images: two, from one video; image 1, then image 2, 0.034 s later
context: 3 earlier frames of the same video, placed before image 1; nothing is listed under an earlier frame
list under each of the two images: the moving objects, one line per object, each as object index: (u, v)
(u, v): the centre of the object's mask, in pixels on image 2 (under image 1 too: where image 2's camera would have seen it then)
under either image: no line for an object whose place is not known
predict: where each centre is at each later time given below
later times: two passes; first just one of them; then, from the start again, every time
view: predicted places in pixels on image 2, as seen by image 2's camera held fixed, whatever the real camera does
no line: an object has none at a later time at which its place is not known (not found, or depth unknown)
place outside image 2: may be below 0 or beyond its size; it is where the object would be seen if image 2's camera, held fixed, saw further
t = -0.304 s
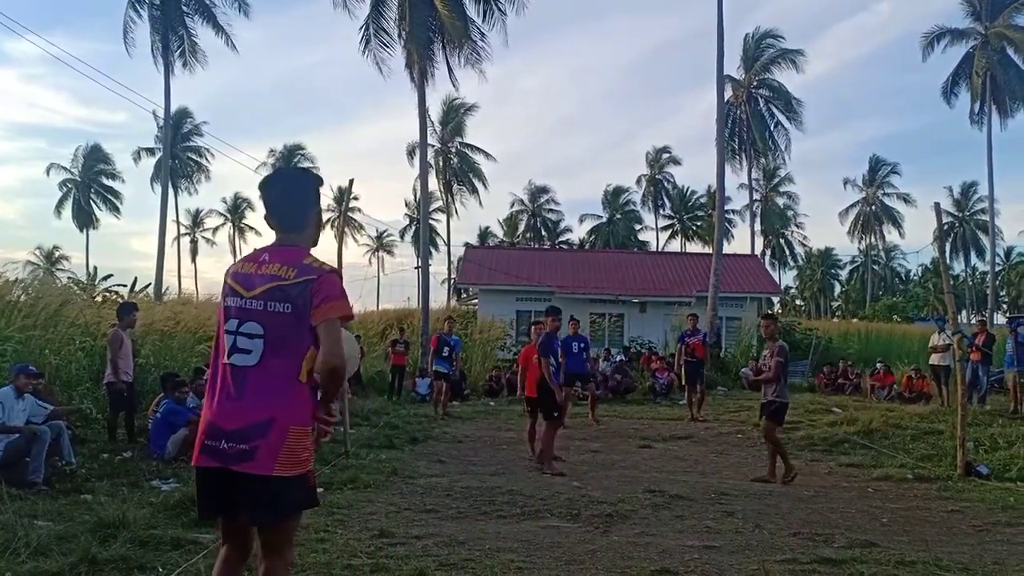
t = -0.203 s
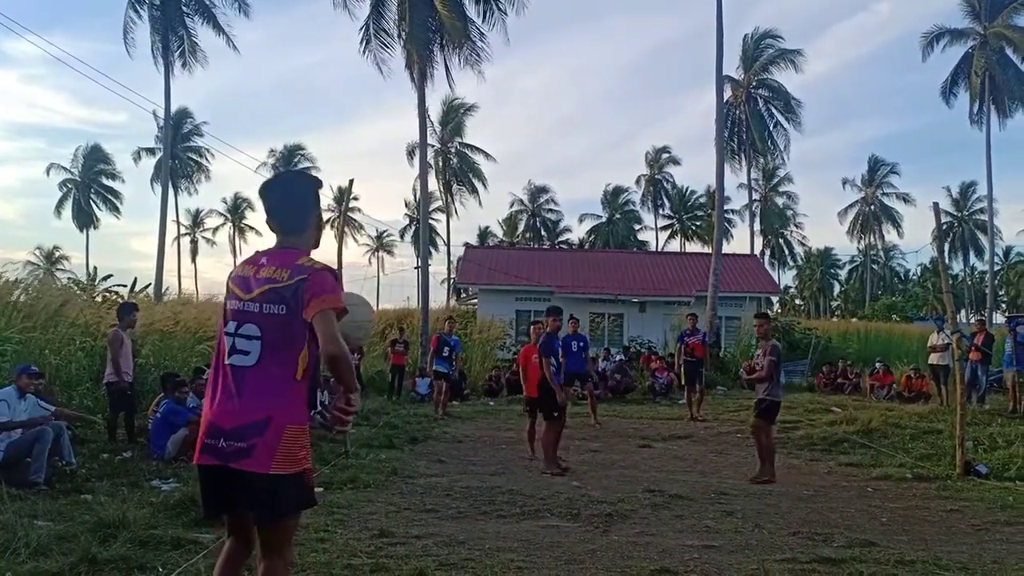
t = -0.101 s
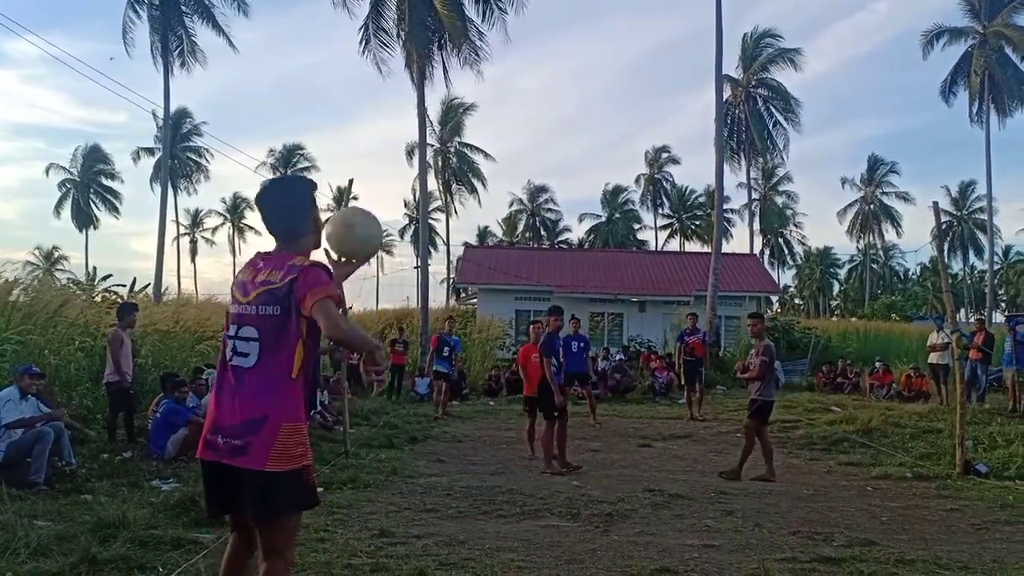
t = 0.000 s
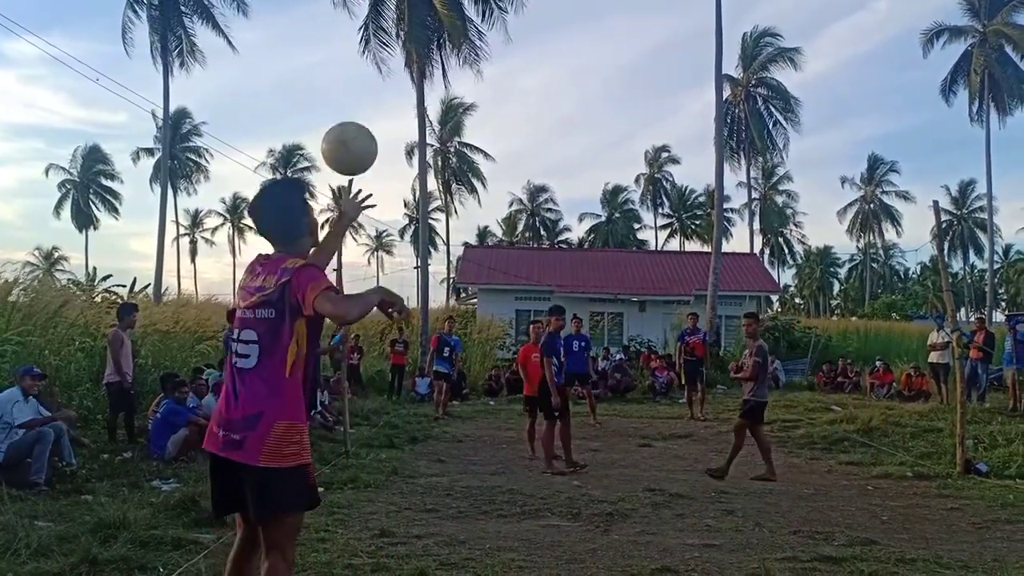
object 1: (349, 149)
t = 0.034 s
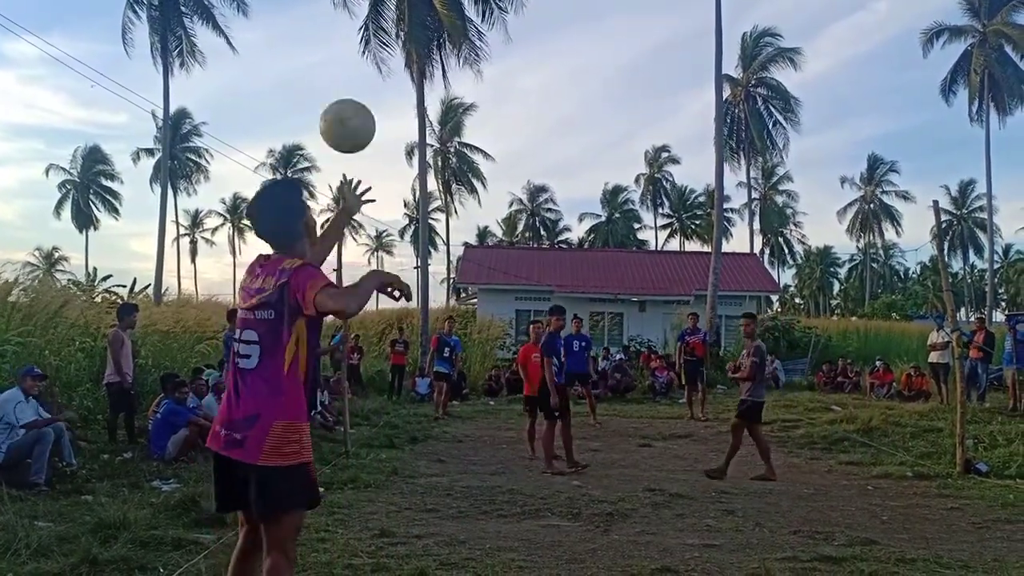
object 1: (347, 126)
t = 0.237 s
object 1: (333, 50)
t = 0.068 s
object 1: (345, 106)
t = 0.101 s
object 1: (343, 89)
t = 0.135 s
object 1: (341, 75)
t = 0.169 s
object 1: (338, 64)
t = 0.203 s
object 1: (336, 56)
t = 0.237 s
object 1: (333, 50)
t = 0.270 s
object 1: (331, 48)
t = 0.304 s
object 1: (328, 48)
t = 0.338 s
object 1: (325, 51)
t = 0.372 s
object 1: (322, 56)
